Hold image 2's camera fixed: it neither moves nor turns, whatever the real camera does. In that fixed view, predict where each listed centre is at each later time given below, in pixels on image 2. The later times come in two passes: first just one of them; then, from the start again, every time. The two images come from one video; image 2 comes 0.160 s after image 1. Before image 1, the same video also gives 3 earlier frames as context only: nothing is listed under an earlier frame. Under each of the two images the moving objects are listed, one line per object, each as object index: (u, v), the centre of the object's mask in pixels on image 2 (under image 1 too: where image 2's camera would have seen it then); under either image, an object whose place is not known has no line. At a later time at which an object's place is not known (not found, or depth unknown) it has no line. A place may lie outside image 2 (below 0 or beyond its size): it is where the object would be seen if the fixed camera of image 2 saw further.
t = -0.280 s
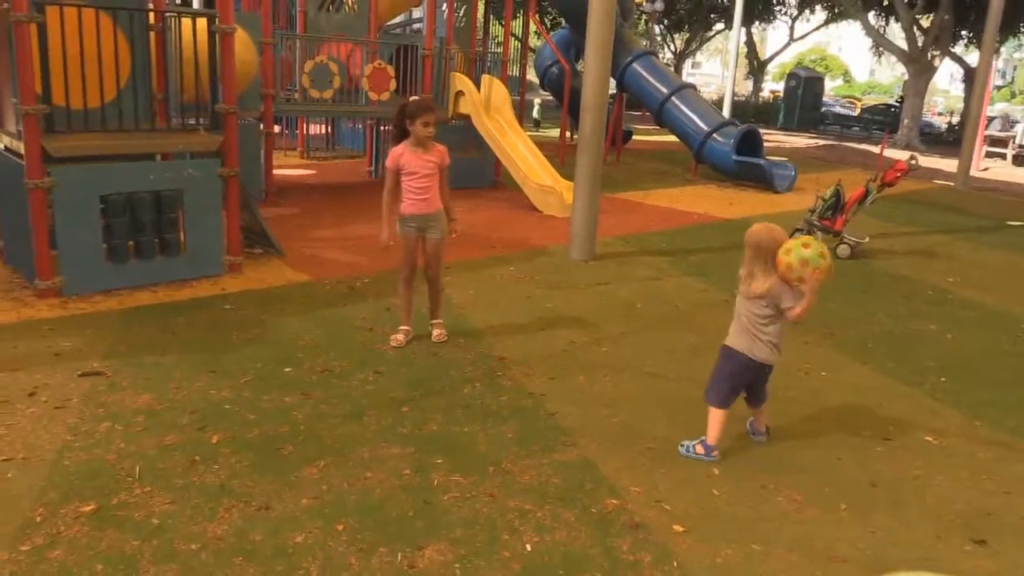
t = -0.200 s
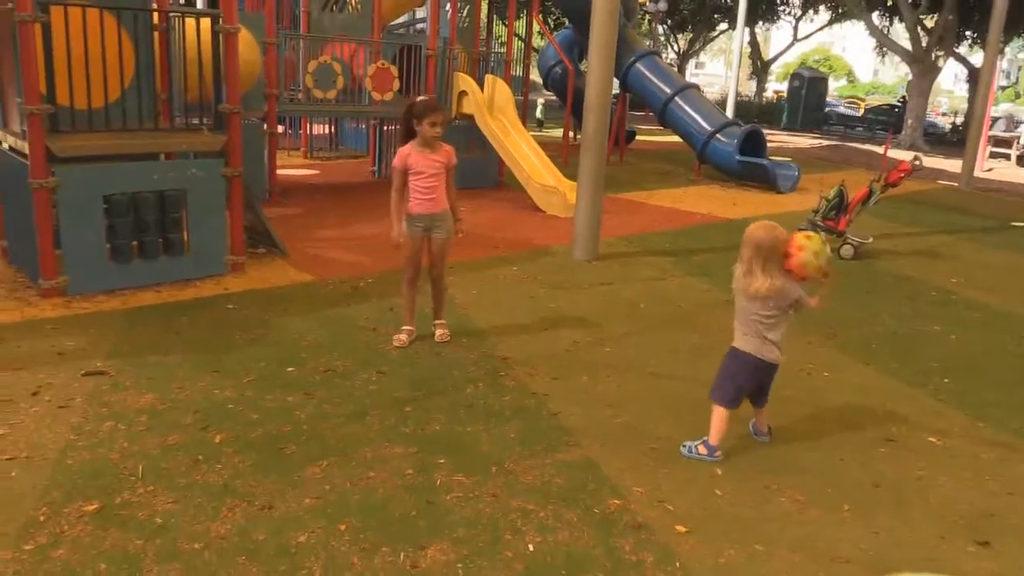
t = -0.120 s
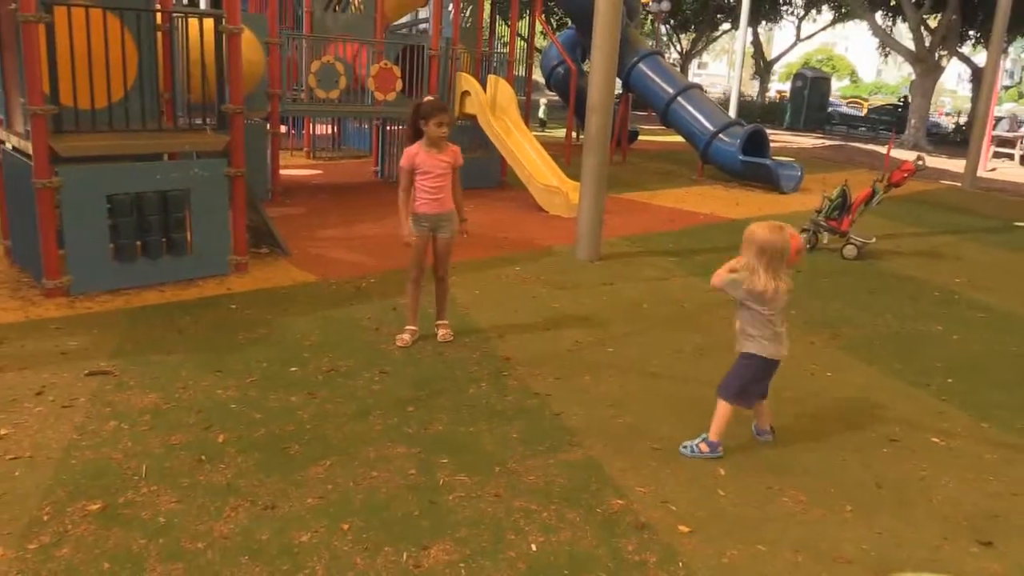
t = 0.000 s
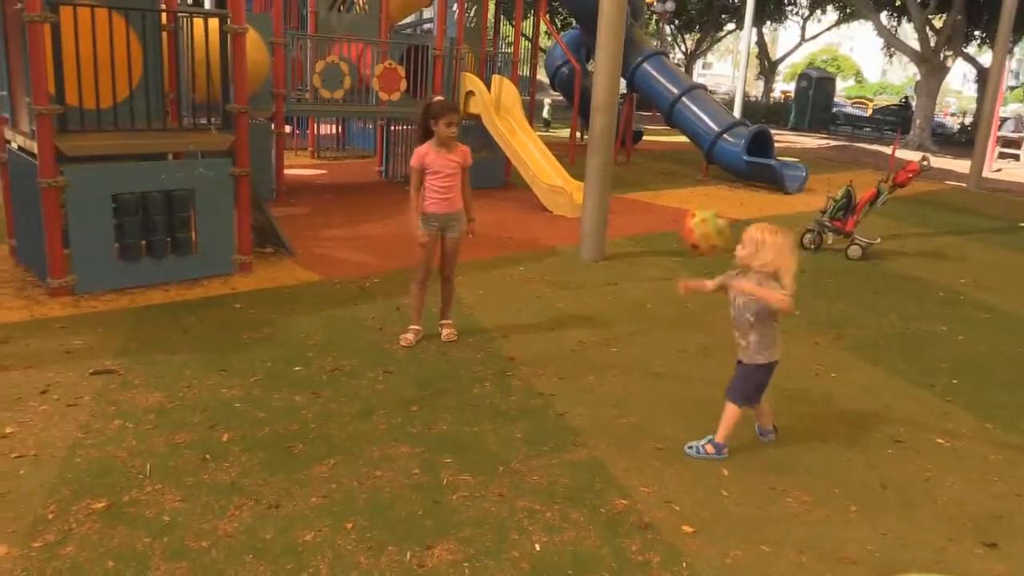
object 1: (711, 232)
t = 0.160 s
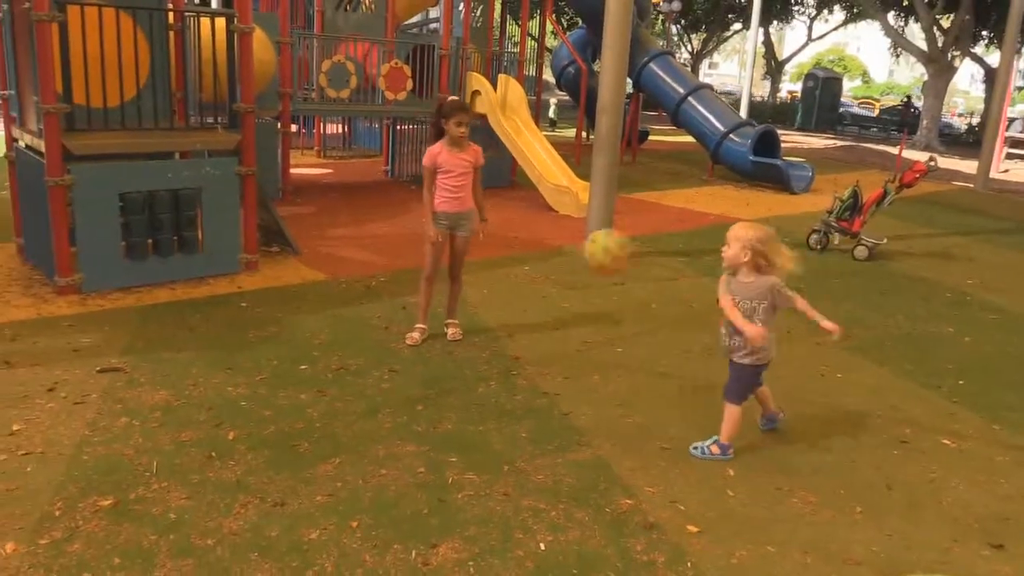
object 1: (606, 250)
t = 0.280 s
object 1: (529, 299)
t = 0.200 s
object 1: (580, 263)
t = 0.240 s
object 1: (556, 279)
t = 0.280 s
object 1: (529, 299)
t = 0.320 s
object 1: (506, 319)
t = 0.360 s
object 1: (482, 341)
